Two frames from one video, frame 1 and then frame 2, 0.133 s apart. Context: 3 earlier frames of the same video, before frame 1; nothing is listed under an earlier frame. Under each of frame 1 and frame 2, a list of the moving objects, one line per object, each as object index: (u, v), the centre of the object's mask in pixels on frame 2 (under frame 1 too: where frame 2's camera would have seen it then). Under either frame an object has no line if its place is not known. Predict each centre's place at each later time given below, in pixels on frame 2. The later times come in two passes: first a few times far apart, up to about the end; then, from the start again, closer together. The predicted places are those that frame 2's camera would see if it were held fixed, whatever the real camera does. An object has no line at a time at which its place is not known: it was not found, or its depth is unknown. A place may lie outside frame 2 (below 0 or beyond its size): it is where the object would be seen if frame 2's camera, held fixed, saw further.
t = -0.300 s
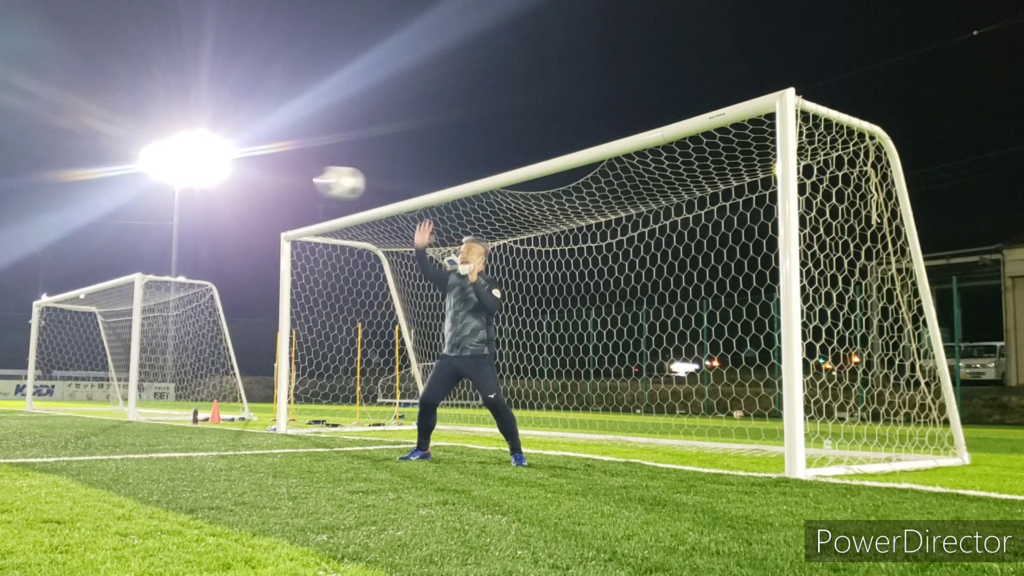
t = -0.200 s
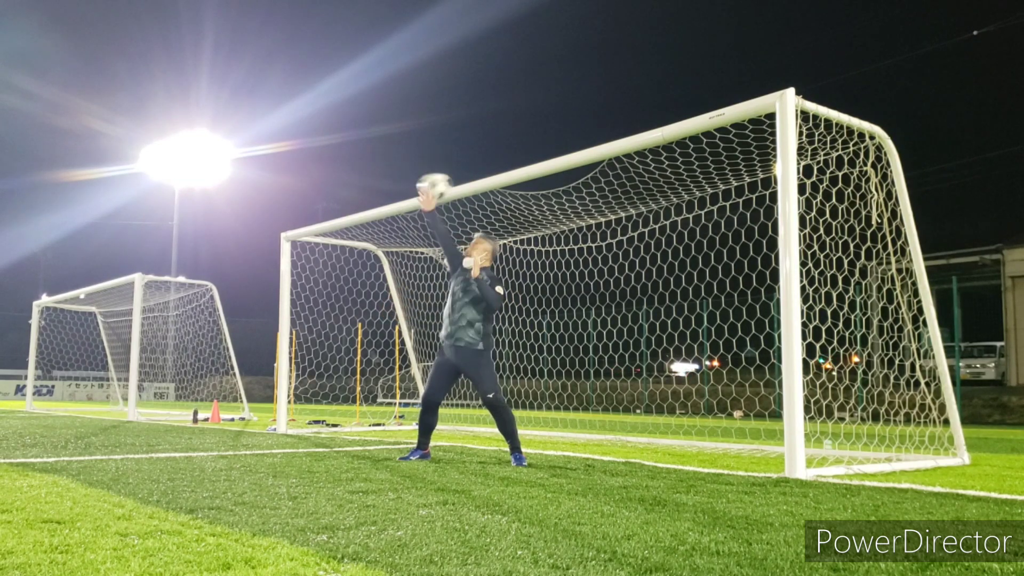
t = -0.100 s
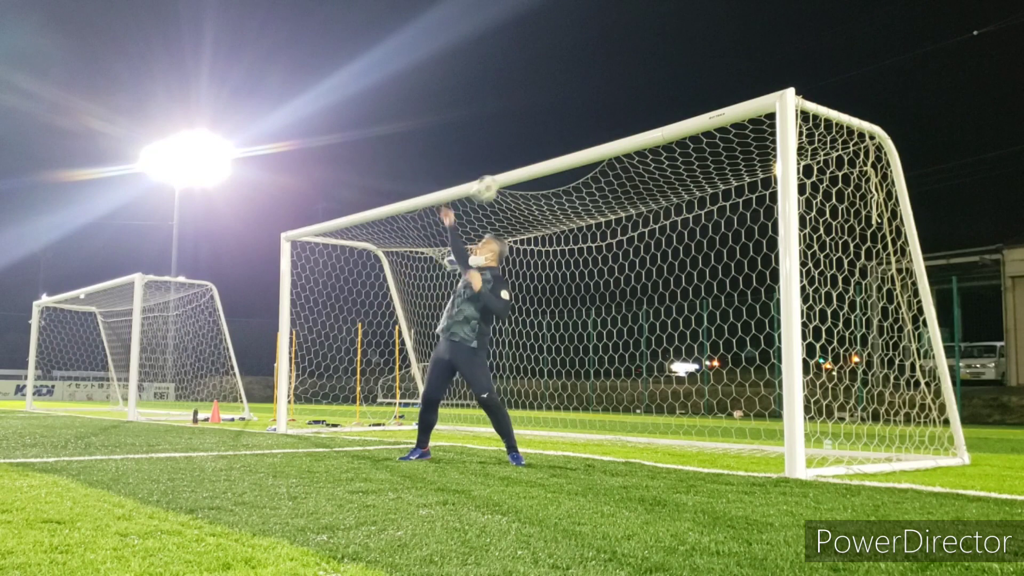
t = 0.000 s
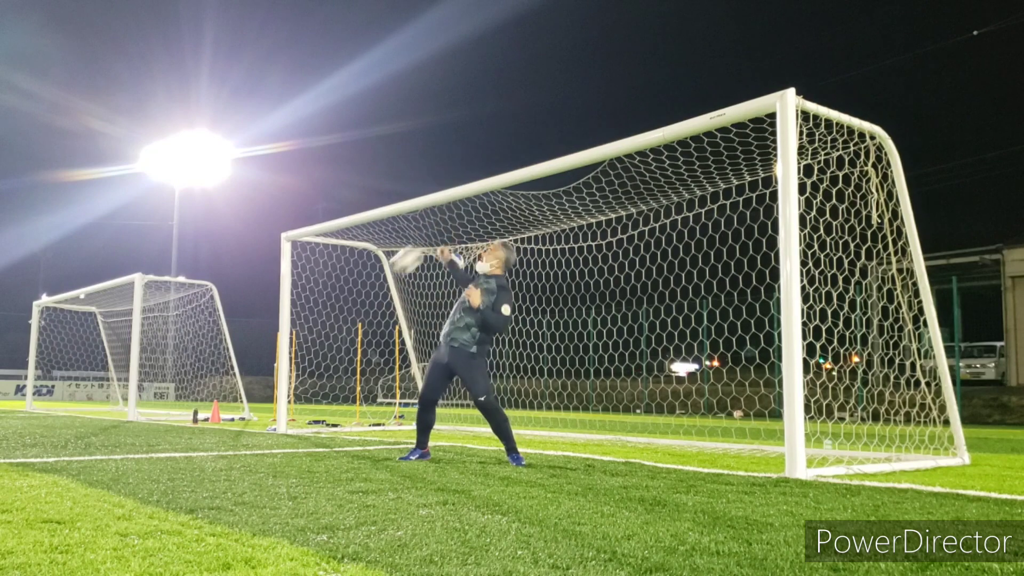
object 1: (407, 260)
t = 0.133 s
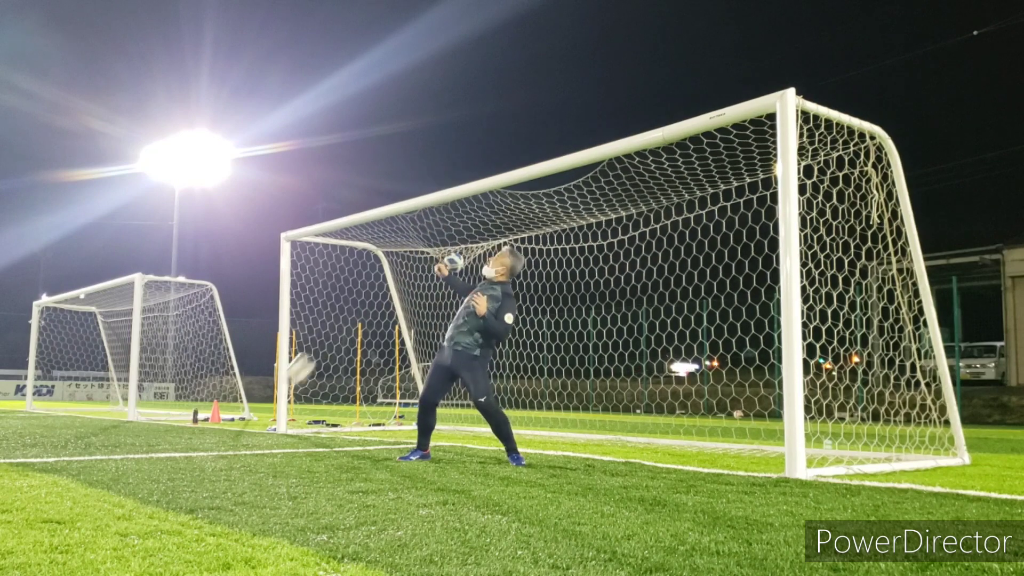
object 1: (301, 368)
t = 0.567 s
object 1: (139, 262)
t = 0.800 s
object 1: (75, 227)
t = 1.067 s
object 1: (7, 253)
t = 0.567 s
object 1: (139, 262)
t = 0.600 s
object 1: (129, 254)
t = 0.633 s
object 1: (120, 247)
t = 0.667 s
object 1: (111, 241)
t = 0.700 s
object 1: (102, 236)
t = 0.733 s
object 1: (93, 232)
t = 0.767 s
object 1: (84, 229)
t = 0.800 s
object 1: (75, 227)
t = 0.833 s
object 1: (66, 227)
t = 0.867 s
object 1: (57, 227)
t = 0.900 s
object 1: (48, 229)
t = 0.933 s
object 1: (39, 231)
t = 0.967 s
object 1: (30, 235)
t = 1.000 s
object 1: (21, 240)
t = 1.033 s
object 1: (12, 246)
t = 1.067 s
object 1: (7, 253)
